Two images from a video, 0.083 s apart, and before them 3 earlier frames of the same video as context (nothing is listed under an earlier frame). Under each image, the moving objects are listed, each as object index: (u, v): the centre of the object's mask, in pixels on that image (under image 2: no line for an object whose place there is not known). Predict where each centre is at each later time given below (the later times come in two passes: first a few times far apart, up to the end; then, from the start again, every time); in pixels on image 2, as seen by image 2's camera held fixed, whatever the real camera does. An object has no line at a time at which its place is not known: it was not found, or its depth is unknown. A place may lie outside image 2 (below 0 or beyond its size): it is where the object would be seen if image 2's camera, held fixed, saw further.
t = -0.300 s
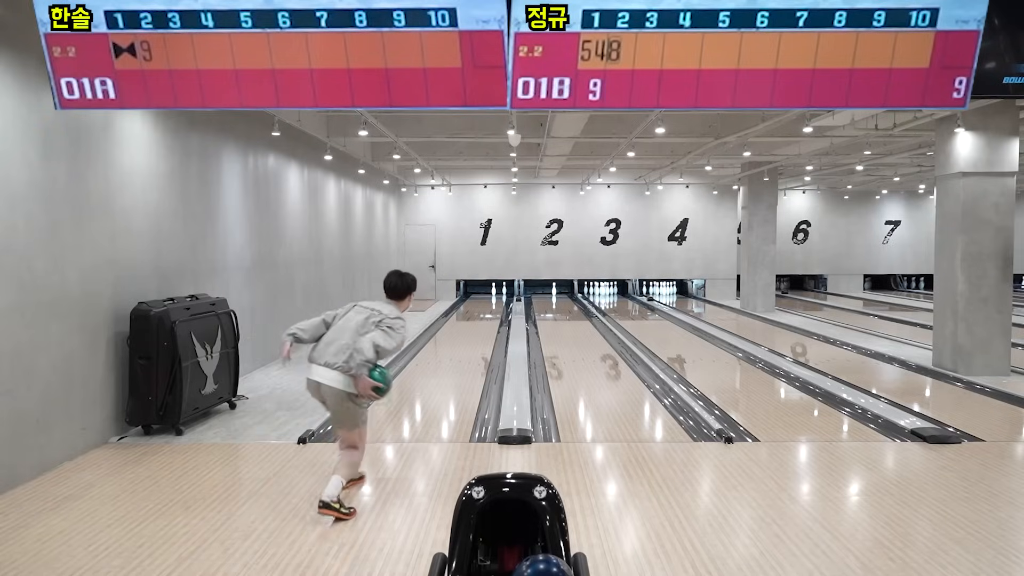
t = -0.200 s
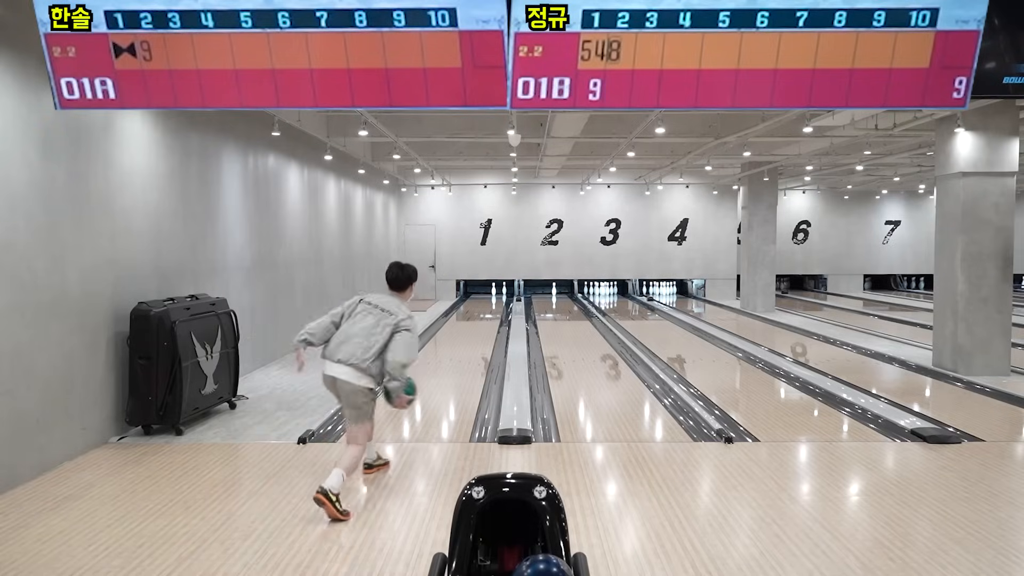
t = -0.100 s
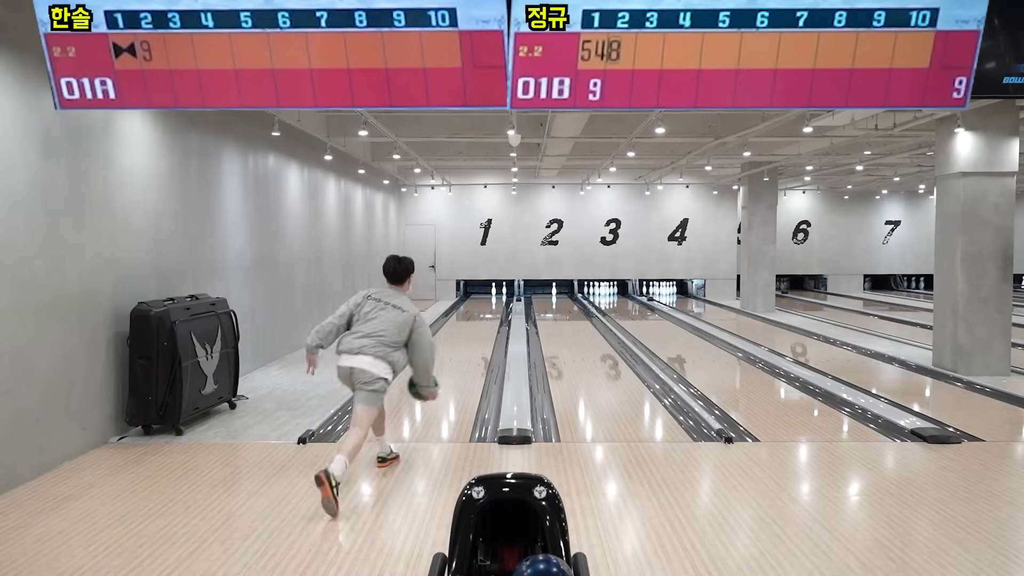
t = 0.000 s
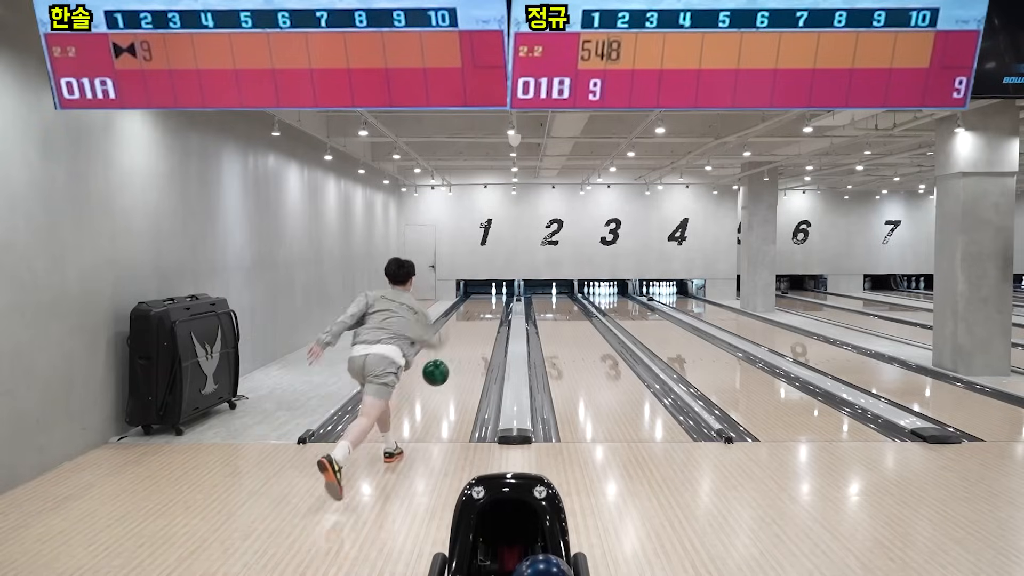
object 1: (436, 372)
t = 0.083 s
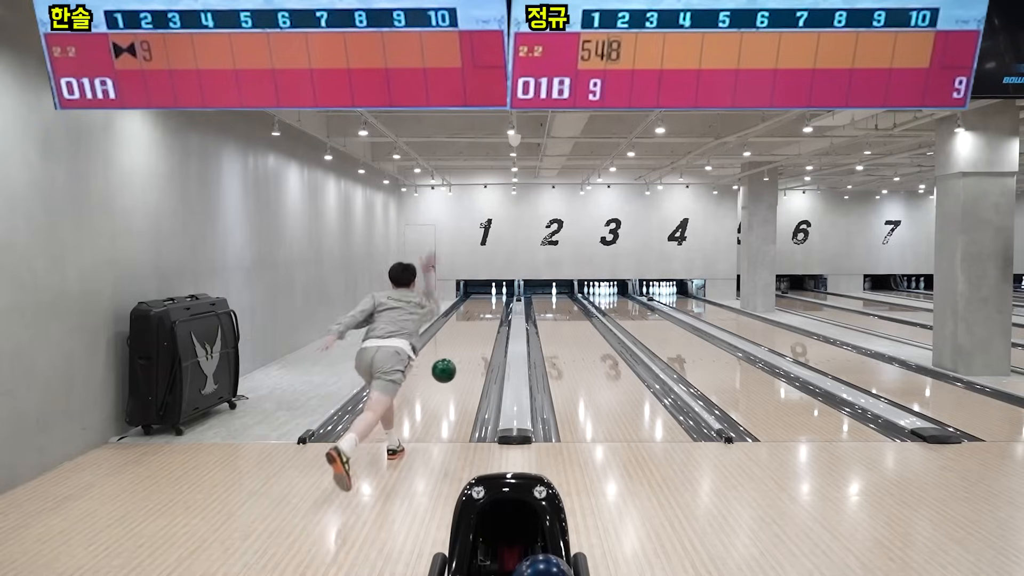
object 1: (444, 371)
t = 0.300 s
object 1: (460, 382)
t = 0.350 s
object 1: (463, 376)
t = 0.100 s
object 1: (445, 371)
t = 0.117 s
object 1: (447, 371)
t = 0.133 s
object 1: (448, 373)
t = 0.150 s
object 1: (449, 374)
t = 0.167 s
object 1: (451, 375)
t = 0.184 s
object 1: (452, 377)
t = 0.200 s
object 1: (453, 379)
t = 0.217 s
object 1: (454, 382)
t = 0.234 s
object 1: (456, 384)
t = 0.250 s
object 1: (457, 387)
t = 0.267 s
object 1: (458, 387)
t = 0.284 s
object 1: (459, 385)
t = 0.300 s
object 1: (460, 382)
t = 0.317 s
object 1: (461, 380)
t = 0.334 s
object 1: (462, 378)
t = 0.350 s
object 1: (463, 376)
